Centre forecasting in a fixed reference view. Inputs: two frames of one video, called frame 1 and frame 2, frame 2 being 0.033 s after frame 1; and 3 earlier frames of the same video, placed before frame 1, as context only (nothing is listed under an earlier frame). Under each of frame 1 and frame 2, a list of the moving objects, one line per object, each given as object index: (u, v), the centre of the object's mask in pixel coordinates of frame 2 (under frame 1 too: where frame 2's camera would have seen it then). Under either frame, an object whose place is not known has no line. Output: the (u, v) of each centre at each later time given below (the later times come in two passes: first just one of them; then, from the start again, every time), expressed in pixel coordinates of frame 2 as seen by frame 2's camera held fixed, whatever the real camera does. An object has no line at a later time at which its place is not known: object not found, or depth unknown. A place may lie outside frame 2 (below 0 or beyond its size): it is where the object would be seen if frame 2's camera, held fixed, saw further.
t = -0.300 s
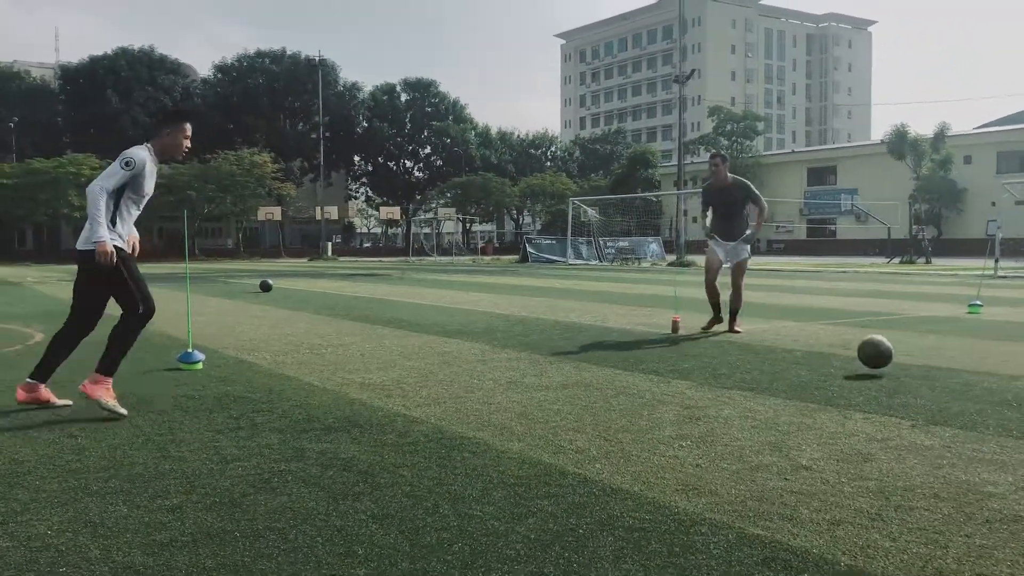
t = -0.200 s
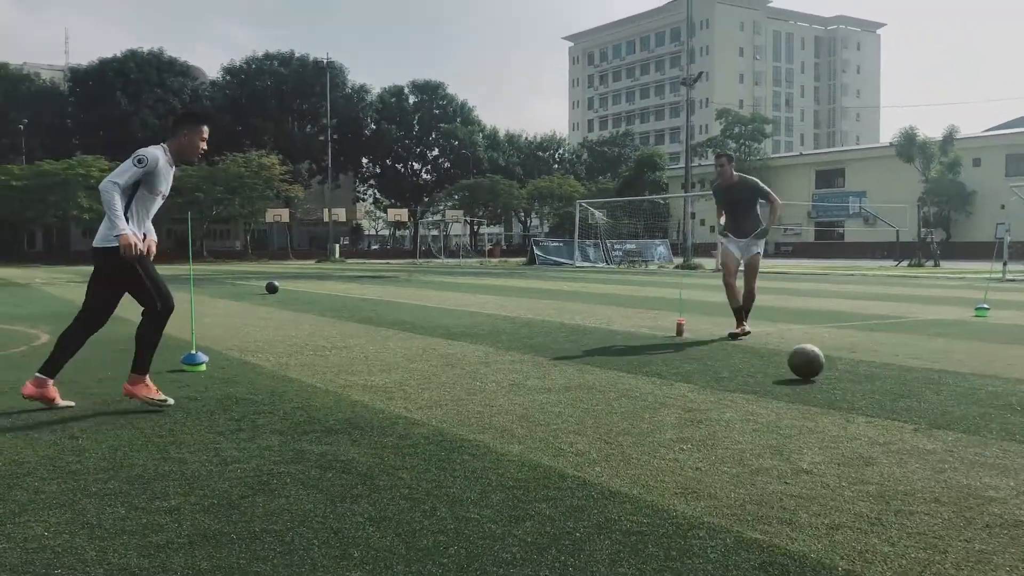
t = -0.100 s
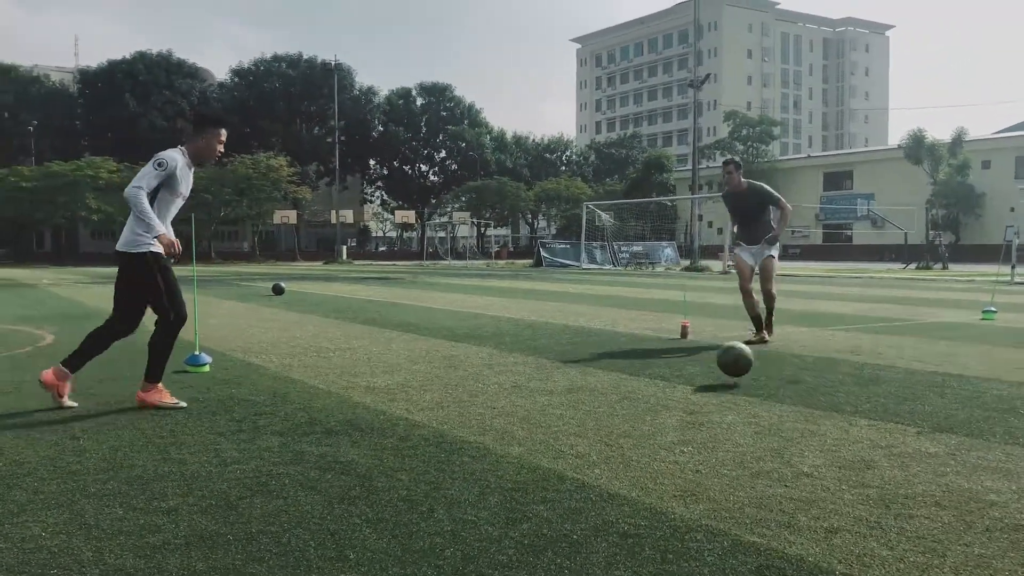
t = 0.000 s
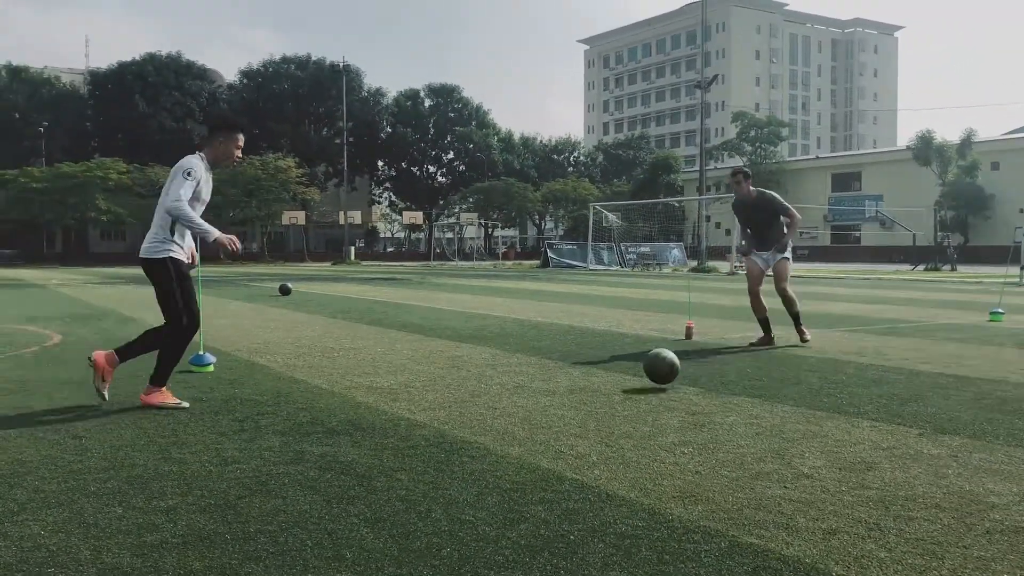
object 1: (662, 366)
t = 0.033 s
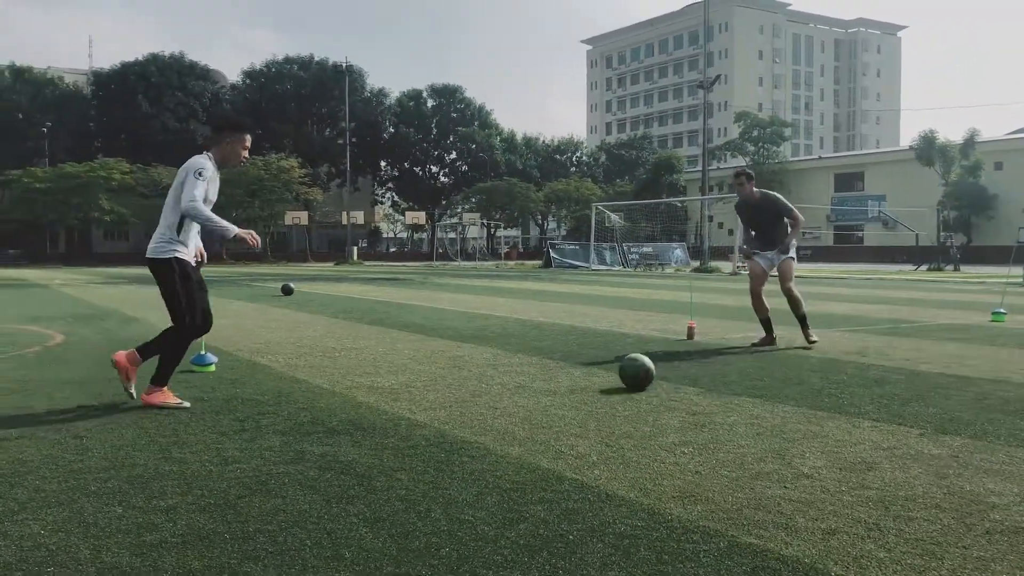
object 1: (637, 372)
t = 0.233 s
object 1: (480, 371)
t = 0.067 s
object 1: (611, 367)
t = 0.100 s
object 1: (586, 364)
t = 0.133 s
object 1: (559, 363)
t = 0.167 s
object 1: (533, 363)
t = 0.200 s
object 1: (507, 366)
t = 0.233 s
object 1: (480, 371)
